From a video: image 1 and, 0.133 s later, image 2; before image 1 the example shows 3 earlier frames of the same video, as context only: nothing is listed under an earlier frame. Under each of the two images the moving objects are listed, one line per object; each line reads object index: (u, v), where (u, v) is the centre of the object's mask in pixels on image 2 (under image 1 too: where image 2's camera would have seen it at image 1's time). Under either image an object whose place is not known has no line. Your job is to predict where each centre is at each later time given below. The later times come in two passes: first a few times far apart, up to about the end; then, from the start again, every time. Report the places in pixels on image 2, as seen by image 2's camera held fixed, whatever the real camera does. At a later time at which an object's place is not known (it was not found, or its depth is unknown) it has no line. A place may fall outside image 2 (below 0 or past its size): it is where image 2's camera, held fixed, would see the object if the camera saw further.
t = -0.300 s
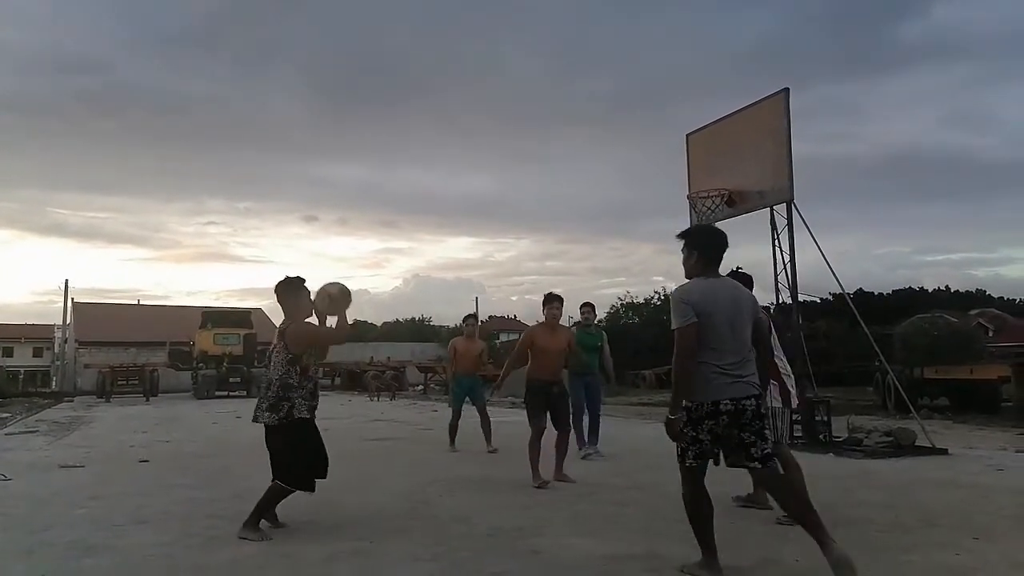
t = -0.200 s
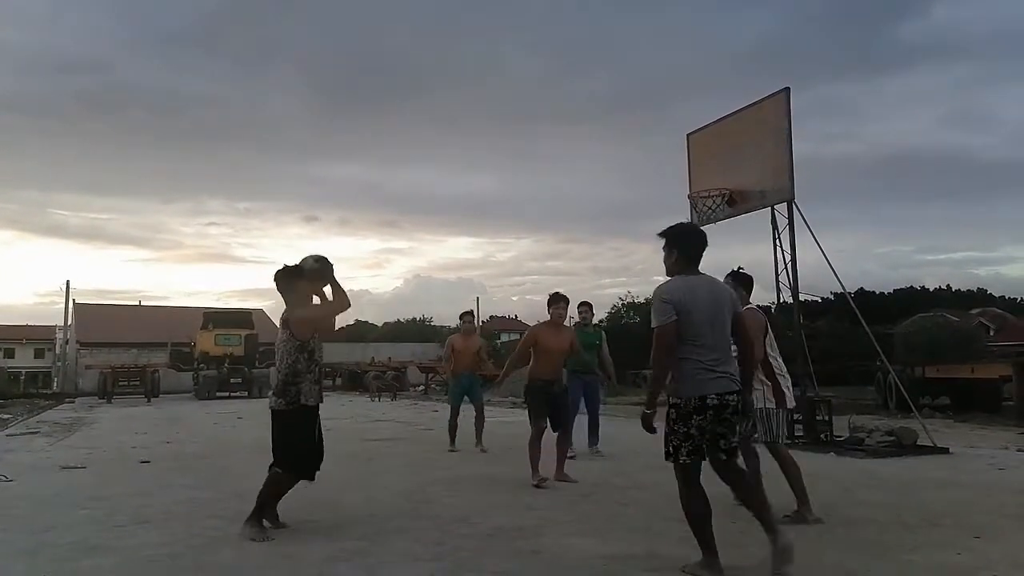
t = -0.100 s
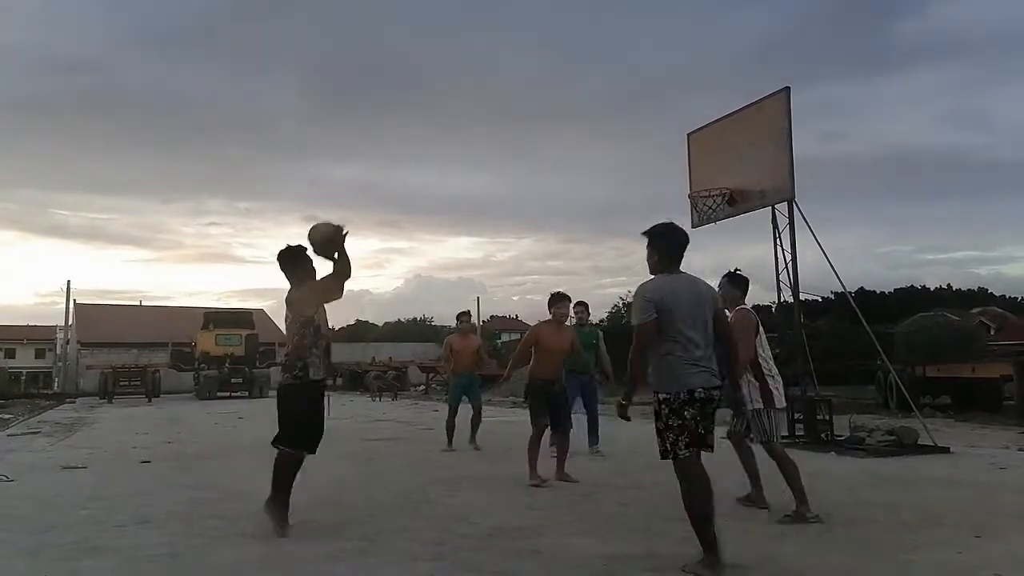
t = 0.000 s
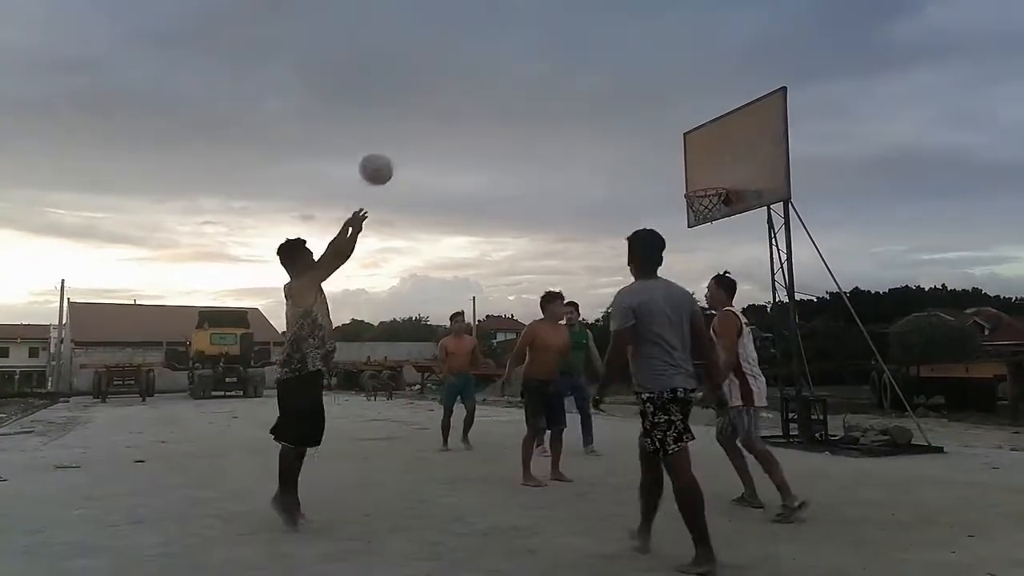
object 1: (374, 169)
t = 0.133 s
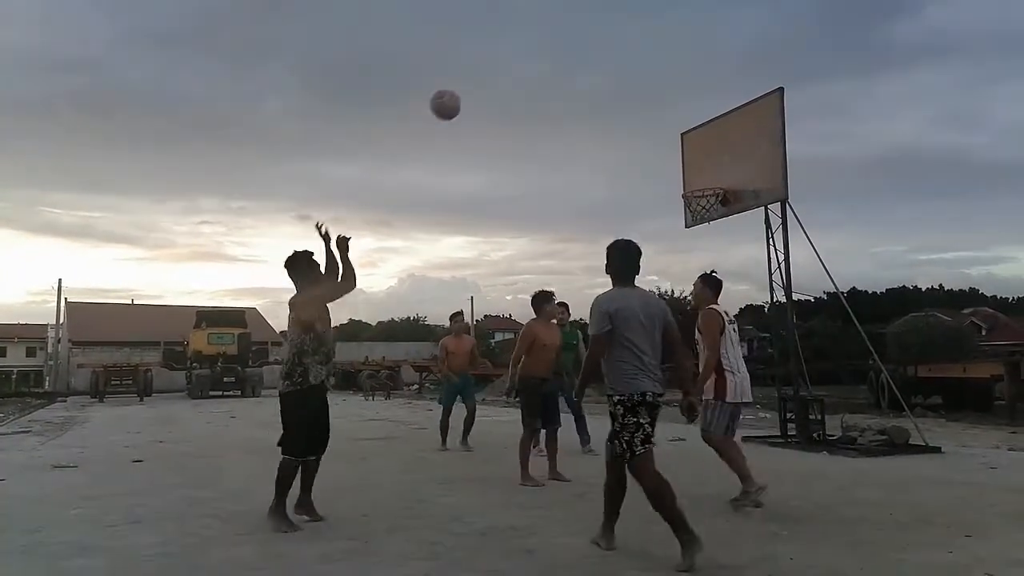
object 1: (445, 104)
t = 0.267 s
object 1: (504, 70)
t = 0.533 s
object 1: (599, 66)
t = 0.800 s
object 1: (673, 125)
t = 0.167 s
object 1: (462, 93)
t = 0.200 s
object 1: (476, 83)
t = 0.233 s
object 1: (490, 76)
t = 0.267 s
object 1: (504, 70)
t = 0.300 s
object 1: (518, 65)
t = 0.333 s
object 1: (531, 62)
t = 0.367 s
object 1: (544, 60)
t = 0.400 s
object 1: (555, 58)
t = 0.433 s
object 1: (567, 59)
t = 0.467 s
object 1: (578, 60)
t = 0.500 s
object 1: (589, 63)
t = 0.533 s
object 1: (599, 66)
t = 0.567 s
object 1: (610, 70)
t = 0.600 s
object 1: (620, 75)
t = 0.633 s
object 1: (629, 82)
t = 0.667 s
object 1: (638, 89)
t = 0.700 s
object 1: (647, 97)
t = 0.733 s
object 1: (656, 106)
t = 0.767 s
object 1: (665, 115)
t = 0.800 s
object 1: (673, 125)
